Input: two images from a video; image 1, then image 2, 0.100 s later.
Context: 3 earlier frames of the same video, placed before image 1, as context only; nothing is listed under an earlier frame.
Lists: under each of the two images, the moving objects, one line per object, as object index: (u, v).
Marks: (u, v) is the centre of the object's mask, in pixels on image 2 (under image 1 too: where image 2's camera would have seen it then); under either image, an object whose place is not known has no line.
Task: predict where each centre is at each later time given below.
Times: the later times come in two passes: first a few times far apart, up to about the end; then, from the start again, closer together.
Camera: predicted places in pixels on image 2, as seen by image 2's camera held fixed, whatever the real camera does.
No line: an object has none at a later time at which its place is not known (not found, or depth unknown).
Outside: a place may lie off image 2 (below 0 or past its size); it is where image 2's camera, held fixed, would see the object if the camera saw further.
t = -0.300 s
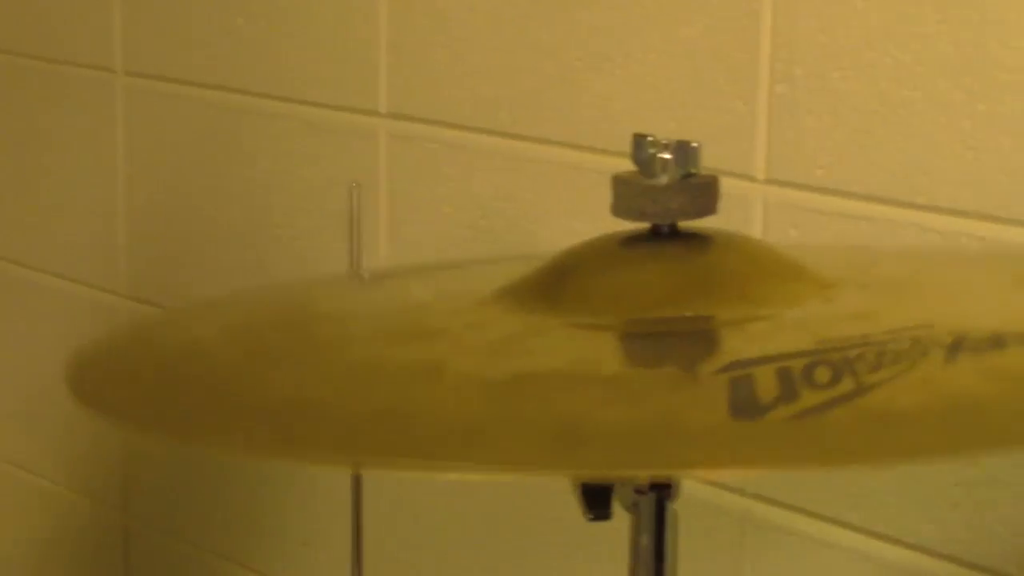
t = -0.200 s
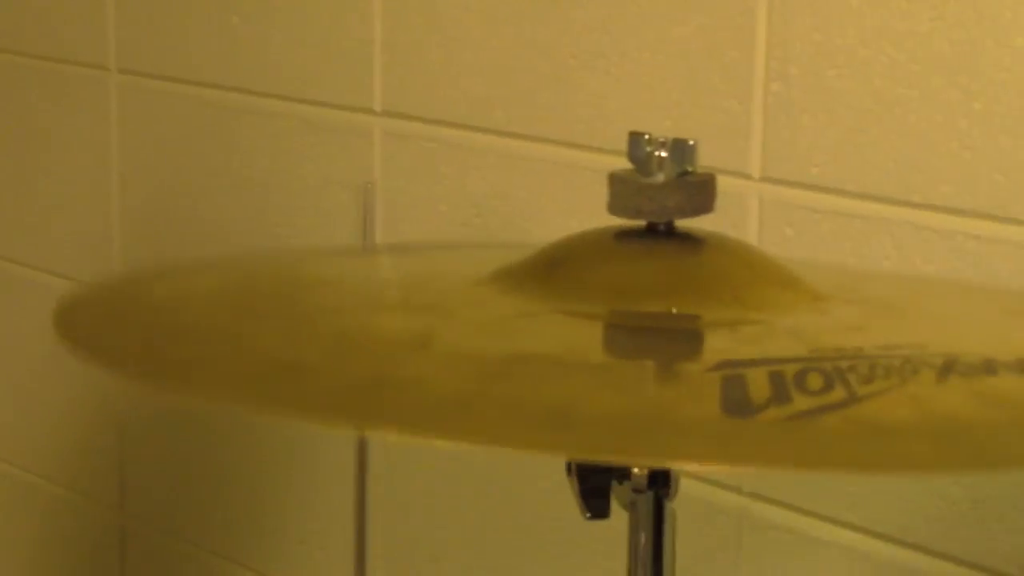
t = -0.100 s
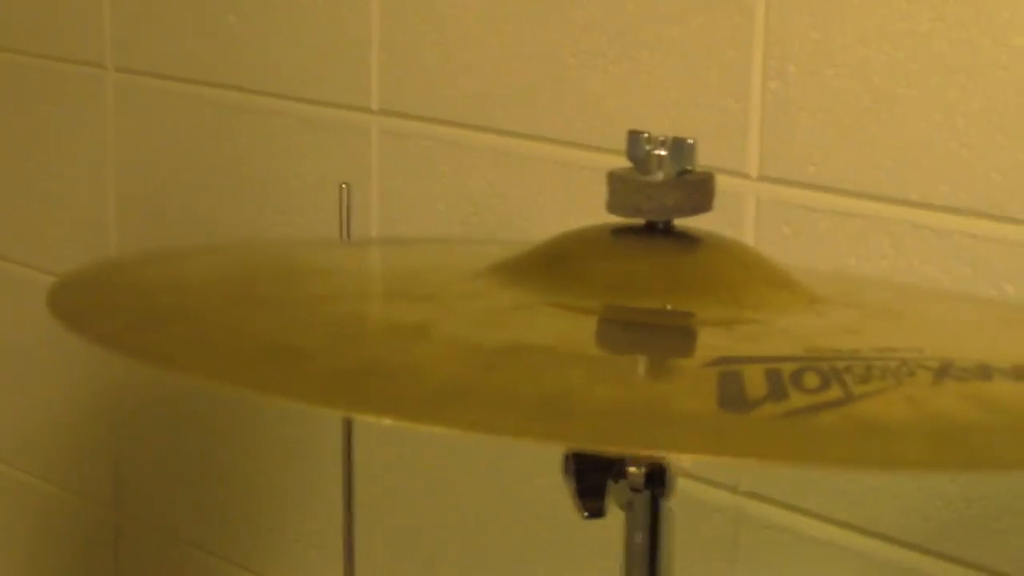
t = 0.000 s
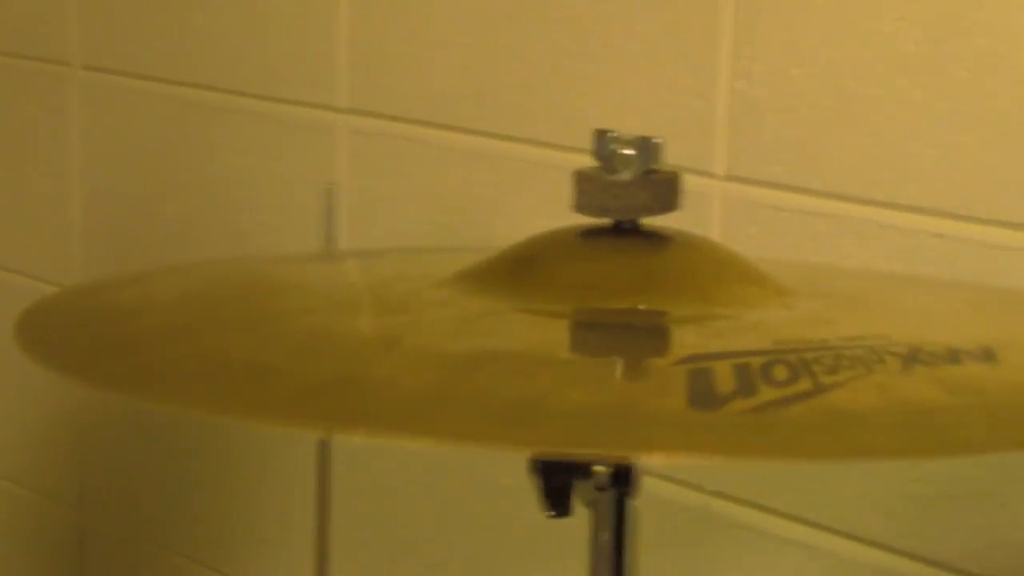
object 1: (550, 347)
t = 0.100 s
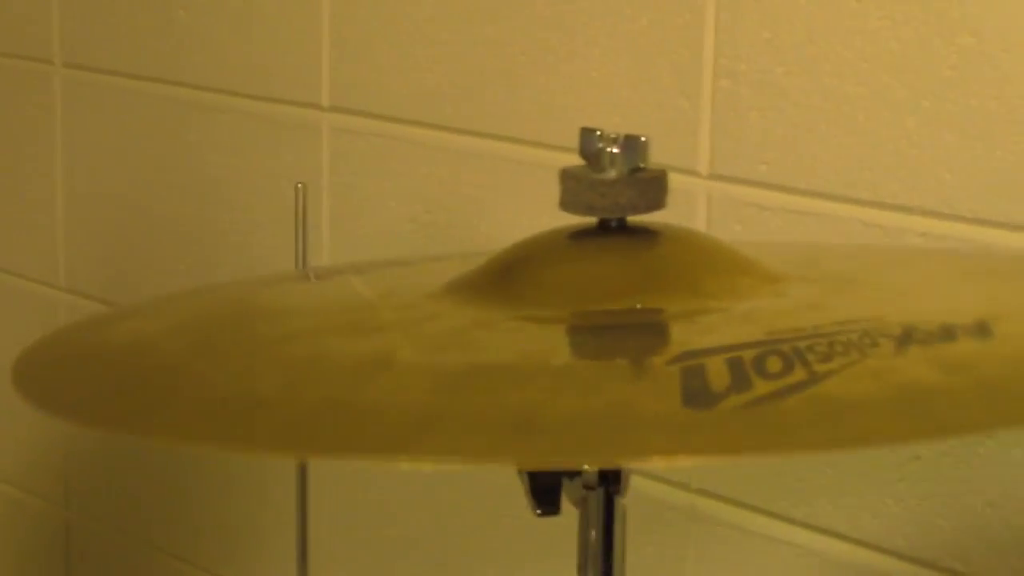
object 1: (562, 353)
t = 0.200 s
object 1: (561, 355)
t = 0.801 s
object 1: (547, 354)
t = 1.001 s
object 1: (554, 349)
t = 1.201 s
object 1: (561, 353)
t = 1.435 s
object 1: (561, 351)
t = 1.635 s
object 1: (560, 352)
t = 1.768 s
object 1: (560, 351)
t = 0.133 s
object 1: (562, 354)
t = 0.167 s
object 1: (562, 355)
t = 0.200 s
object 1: (561, 355)
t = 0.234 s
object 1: (559, 355)
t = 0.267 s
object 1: (558, 355)
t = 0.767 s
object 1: (546, 354)
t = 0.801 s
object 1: (547, 354)
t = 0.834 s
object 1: (549, 354)
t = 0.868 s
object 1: (549, 352)
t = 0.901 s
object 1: (550, 351)
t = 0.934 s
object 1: (551, 350)
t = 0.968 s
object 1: (552, 349)
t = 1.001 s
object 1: (554, 349)
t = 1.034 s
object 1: (556, 349)
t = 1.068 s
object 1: (557, 349)
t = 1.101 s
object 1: (559, 350)
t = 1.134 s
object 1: (560, 351)
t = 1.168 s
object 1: (561, 352)
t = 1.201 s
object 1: (561, 353)
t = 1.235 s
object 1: (561, 353)
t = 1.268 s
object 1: (562, 352)
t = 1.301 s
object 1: (561, 353)
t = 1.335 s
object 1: (561, 352)
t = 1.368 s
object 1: (561, 351)
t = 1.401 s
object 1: (561, 351)
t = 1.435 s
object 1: (561, 351)
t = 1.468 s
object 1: (562, 350)
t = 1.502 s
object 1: (561, 350)
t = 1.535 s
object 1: (561, 351)
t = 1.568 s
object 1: (561, 351)
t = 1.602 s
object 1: (561, 351)
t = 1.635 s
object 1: (560, 352)
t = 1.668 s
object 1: (560, 352)
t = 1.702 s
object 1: (560, 352)
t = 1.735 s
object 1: (560, 352)
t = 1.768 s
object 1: (560, 351)
